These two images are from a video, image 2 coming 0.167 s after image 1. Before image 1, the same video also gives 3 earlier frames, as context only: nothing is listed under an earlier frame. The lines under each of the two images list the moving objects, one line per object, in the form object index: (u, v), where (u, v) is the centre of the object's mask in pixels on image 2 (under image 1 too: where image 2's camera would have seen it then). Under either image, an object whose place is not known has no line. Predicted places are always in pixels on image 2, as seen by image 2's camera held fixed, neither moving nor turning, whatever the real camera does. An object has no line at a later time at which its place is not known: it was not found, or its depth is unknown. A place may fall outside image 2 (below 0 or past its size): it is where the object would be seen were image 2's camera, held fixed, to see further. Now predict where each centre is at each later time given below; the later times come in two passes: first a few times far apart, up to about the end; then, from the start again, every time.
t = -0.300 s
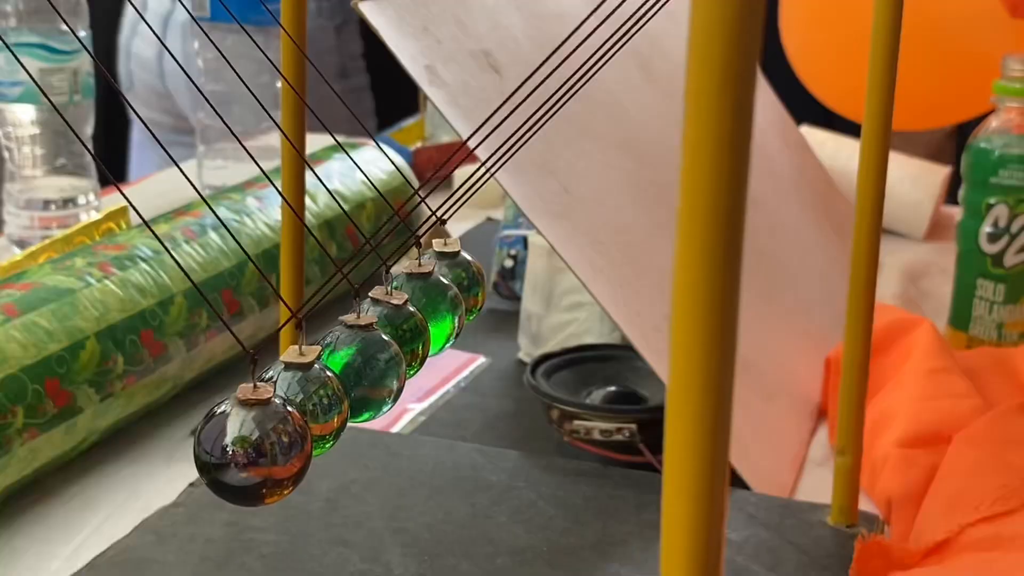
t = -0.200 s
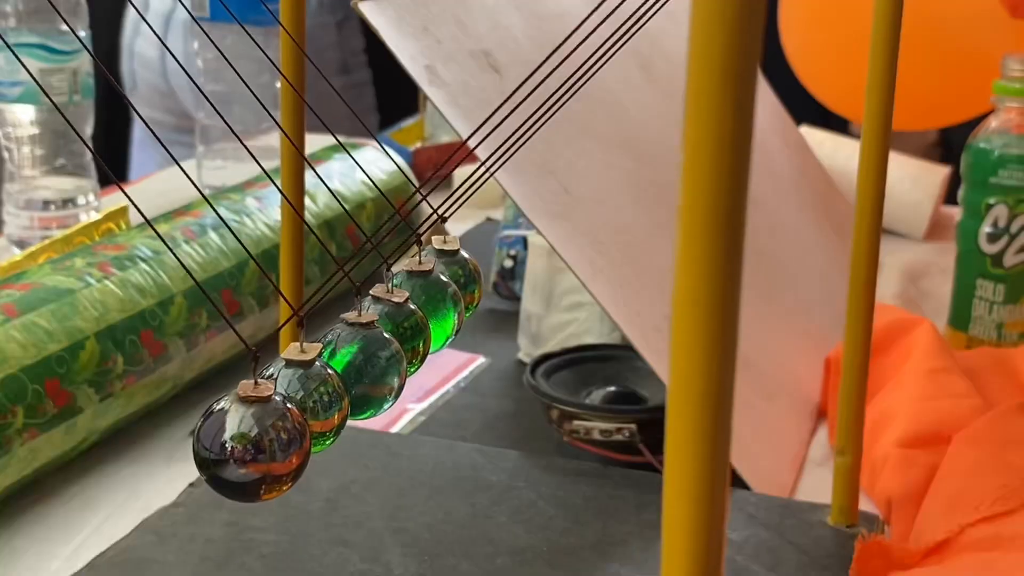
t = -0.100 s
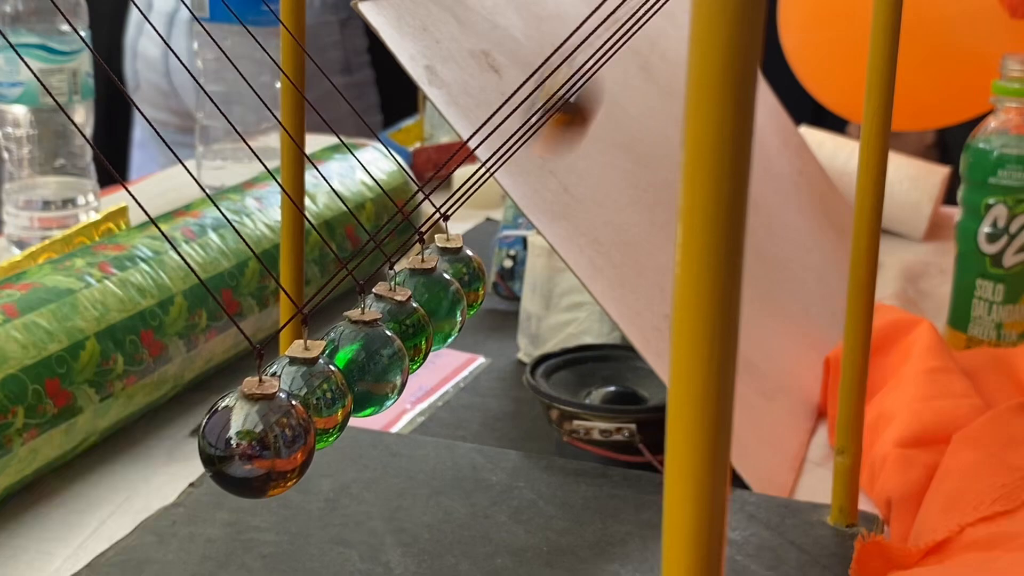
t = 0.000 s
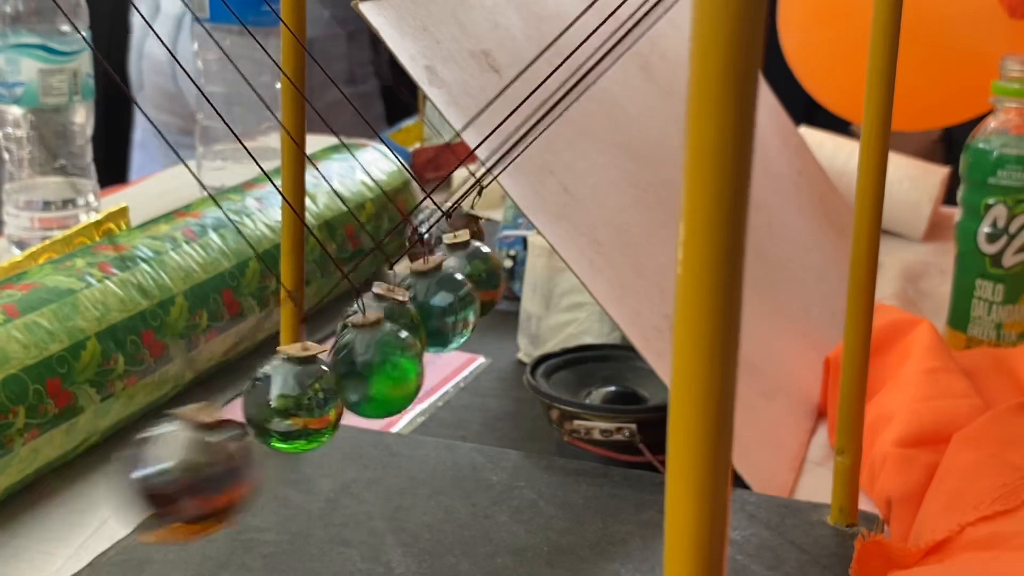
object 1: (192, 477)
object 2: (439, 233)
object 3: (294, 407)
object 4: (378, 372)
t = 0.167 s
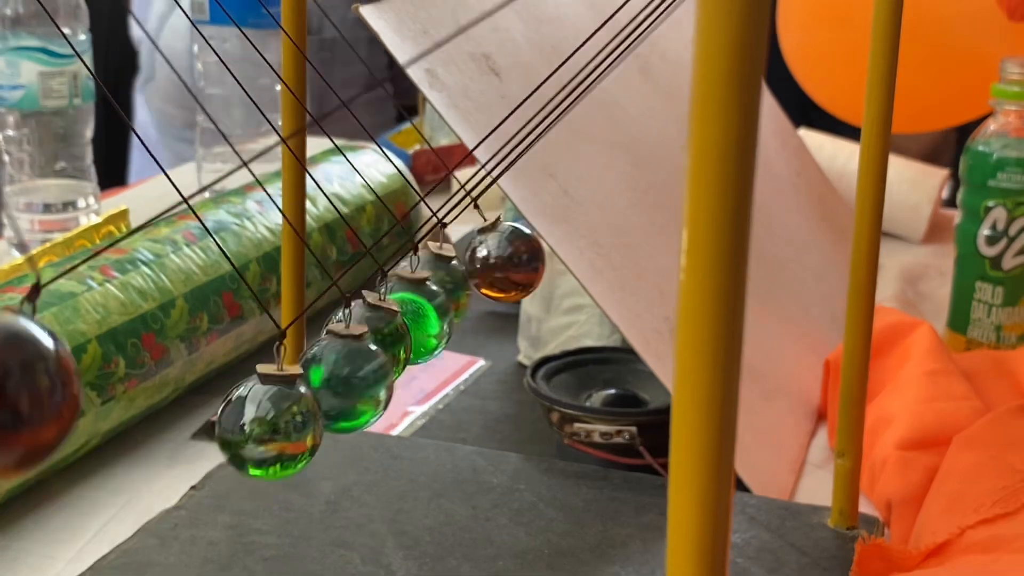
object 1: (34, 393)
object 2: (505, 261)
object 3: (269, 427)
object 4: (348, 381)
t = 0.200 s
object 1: (39, 415)
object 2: (506, 262)
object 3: (266, 430)
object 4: (343, 379)
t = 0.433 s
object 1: (247, 436)
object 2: (539, 166)
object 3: (323, 402)
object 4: (371, 361)
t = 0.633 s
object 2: (532, 175)
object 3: (331, 382)
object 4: (392, 357)
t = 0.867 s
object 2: (487, 271)
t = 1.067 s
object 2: (480, 245)
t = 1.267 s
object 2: (528, 211)
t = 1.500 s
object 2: (493, 262)
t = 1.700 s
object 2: (466, 262)
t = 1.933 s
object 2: (514, 239)
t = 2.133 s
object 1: (285, 431)
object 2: (505, 241)
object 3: (338, 384)
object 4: (382, 356)
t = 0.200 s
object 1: (39, 415)
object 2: (506, 262)
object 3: (266, 430)
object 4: (343, 379)
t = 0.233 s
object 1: (53, 449)
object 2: (494, 264)
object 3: (268, 433)
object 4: (340, 377)
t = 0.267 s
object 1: (87, 483)
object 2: (485, 263)
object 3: (274, 433)
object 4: (343, 377)
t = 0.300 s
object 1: (150, 488)
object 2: (480, 252)
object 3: (283, 429)
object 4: (346, 375)
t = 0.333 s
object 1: (223, 466)
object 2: (482, 244)
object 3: (301, 418)
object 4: (354, 376)
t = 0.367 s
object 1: (228, 452)
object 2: (487, 234)
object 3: (309, 413)
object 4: (364, 371)
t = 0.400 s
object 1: (235, 442)
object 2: (503, 201)
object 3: (316, 407)
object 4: (368, 366)
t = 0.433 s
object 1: (247, 436)
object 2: (539, 166)
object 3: (323, 402)
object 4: (371, 361)
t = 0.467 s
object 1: (257, 436)
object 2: (562, 131)
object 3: (328, 395)
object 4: (371, 356)
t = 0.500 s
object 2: (577, 109)
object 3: (334, 391)
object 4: (373, 349)
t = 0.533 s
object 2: (582, 103)
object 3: (337, 385)
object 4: (378, 348)
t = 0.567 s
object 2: (576, 115)
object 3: (337, 382)
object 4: (384, 352)
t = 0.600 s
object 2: (560, 144)
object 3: (335, 381)
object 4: (388, 353)
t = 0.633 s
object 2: (532, 175)
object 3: (331, 382)
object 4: (392, 357)
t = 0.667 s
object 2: (500, 211)
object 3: (327, 386)
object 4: (391, 361)
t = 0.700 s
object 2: (485, 229)
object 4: (385, 365)
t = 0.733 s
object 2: (477, 234)
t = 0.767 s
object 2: (479, 249)
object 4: (377, 378)
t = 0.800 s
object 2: (483, 262)
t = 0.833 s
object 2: (486, 270)
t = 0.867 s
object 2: (487, 271)
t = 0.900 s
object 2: (486, 272)
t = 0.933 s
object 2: (484, 272)
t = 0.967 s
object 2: (480, 269)
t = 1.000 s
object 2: (476, 260)
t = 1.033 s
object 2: (474, 250)
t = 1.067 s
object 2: (480, 245)
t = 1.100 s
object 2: (487, 237)
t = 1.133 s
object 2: (499, 232)
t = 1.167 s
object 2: (515, 223)
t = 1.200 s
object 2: (529, 212)
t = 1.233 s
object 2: (534, 209)
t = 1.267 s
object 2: (528, 211)
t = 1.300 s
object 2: (520, 214)
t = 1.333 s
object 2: (508, 215)
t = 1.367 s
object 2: (500, 215)
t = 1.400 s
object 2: (494, 221)
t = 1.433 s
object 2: (496, 238)
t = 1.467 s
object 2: (493, 252)
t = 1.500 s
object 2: (493, 262)
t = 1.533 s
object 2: (491, 267)
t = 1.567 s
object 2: (487, 271)
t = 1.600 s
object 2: (481, 273)
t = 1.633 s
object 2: (475, 272)
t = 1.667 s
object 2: (469, 268)
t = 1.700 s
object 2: (466, 262)
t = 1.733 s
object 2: (468, 258)
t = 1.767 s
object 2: (476, 257)
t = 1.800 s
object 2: (488, 258)
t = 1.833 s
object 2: (499, 255)
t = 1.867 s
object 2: (508, 250)
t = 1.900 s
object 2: (512, 244)
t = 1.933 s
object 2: (514, 239)
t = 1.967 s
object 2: (512, 233)
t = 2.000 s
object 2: (508, 226)
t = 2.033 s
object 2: (504, 223)
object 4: (397, 343)
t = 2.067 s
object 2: (503, 224)
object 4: (393, 346)
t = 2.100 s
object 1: (282, 421)
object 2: (504, 231)
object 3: (341, 379)
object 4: (388, 350)
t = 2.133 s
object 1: (285, 431)
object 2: (505, 241)
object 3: (338, 384)
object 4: (382, 356)
